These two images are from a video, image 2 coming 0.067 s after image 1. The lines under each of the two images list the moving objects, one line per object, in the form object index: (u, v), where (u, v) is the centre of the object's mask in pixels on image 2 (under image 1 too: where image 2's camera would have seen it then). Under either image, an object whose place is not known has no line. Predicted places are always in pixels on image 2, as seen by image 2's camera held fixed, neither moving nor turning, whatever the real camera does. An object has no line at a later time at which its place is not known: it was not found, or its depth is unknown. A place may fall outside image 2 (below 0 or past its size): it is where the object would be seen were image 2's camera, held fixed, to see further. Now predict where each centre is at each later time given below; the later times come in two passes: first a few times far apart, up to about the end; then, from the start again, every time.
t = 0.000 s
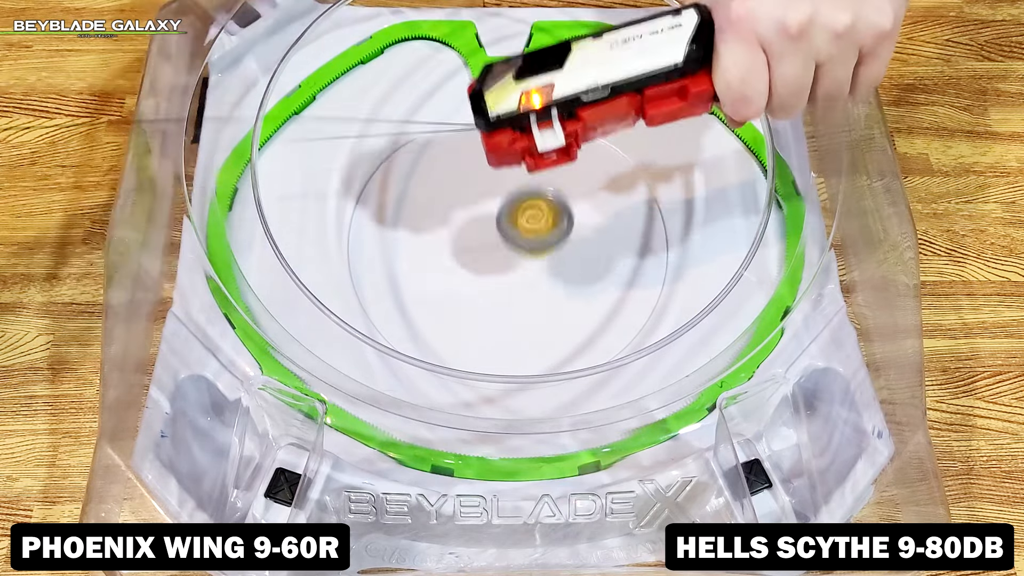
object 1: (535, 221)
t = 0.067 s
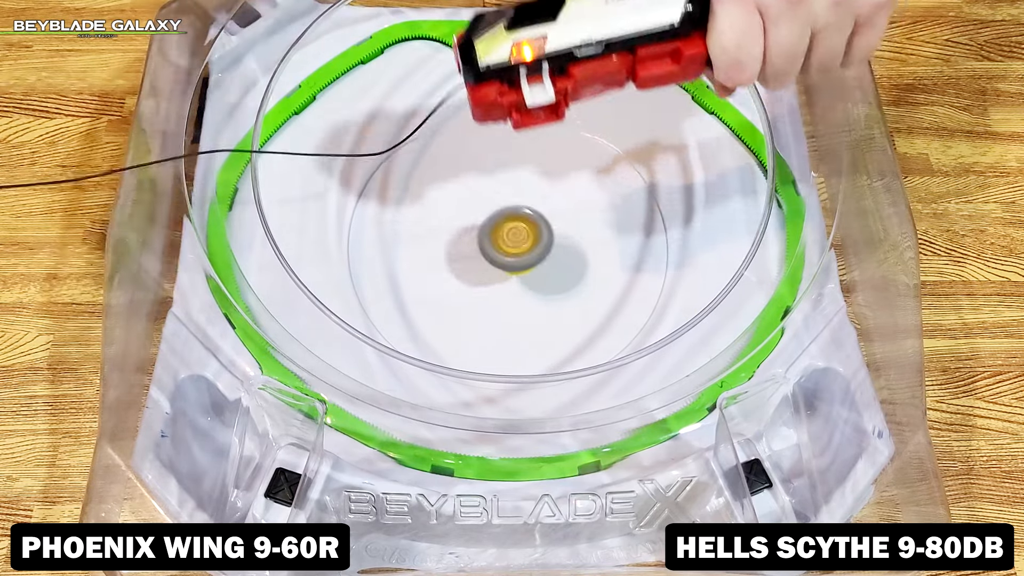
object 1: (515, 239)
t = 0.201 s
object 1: (468, 252)
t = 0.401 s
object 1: (499, 298)
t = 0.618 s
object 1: (578, 282)
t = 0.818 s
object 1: (534, 203)
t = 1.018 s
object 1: (425, 221)
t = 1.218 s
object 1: (457, 308)
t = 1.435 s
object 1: (576, 274)
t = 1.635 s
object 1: (532, 153)
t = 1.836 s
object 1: (393, 155)
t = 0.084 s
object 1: (509, 237)
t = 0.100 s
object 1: (502, 237)
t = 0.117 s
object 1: (495, 239)
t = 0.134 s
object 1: (488, 243)
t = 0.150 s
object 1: (481, 249)
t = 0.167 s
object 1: (476, 249)
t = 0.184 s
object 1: (472, 250)
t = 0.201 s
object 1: (468, 252)
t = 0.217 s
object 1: (465, 254)
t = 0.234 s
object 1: (463, 256)
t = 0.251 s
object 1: (462, 259)
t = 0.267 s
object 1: (462, 262)
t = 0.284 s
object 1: (463, 265)
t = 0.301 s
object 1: (465, 270)
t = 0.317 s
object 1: (469, 274)
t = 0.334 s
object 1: (473, 278)
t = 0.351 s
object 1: (479, 283)
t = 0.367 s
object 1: (485, 288)
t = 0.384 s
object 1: (492, 293)
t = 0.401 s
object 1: (499, 298)
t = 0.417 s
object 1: (506, 302)
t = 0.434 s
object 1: (514, 305)
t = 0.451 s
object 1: (522, 307)
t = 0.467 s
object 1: (530, 309)
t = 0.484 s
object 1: (537, 310)
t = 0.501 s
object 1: (544, 310)
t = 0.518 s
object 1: (551, 309)
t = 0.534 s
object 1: (557, 307)
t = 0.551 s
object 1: (563, 304)
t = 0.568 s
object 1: (568, 300)
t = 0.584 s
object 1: (572, 295)
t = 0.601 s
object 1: (575, 289)
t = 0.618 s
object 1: (578, 282)
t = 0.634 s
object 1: (580, 275)
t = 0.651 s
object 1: (580, 268)
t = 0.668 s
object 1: (580, 261)
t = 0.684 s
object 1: (579, 253)
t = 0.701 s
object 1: (576, 246)
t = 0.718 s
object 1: (573, 239)
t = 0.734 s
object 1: (569, 232)
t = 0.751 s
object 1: (564, 225)
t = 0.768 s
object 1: (557, 219)
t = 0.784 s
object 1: (550, 213)
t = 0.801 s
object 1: (542, 208)
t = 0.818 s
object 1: (534, 203)
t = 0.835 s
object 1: (525, 200)
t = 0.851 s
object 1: (516, 197)
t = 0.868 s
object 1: (505, 195)
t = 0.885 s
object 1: (495, 194)
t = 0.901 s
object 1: (485, 194)
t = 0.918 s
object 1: (475, 195)
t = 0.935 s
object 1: (465, 197)
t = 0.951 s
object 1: (456, 200)
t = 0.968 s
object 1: (446, 203)
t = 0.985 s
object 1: (438, 208)
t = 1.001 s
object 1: (431, 214)
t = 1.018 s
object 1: (425, 221)
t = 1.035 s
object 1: (420, 228)
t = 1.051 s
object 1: (416, 236)
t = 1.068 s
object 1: (414, 244)
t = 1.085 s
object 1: (414, 252)
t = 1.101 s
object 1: (415, 260)
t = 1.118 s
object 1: (417, 268)
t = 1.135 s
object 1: (421, 276)
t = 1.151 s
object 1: (426, 284)
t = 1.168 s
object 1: (431, 291)
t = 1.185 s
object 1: (439, 298)
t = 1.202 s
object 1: (447, 303)
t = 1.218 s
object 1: (457, 308)
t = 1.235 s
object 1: (467, 313)
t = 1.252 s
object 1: (476, 316)
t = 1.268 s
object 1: (487, 318)
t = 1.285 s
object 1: (498, 319)
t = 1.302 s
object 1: (508, 319)
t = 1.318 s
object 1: (519, 318)
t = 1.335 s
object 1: (530, 315)
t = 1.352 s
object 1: (539, 311)
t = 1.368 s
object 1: (549, 306)
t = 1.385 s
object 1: (557, 299)
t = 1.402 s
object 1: (564, 292)
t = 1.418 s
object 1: (571, 284)
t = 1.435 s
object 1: (576, 274)
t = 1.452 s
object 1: (579, 265)
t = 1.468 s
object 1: (582, 254)
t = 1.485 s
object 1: (583, 243)
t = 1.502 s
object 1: (582, 232)
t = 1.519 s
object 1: (580, 221)
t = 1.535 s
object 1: (577, 210)
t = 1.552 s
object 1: (573, 199)
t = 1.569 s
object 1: (567, 189)
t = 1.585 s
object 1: (560, 179)
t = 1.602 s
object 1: (551, 170)
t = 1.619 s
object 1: (542, 161)
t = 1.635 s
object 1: (532, 153)
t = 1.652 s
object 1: (521, 147)
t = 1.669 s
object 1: (509, 141)
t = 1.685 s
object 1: (497, 137)
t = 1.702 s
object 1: (485, 134)
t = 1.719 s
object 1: (472, 132)
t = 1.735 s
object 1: (460, 132)
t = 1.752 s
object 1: (448, 132)
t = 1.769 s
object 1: (435, 134)
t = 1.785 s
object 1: (424, 138)
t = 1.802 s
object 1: (413, 142)
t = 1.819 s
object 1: (402, 148)
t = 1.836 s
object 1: (393, 155)
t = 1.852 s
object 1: (384, 163)
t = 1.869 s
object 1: (378, 172)
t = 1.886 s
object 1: (372, 181)
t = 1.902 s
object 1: (368, 191)
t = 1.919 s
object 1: (365, 201)
